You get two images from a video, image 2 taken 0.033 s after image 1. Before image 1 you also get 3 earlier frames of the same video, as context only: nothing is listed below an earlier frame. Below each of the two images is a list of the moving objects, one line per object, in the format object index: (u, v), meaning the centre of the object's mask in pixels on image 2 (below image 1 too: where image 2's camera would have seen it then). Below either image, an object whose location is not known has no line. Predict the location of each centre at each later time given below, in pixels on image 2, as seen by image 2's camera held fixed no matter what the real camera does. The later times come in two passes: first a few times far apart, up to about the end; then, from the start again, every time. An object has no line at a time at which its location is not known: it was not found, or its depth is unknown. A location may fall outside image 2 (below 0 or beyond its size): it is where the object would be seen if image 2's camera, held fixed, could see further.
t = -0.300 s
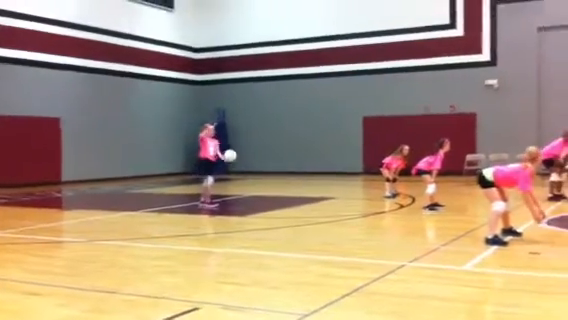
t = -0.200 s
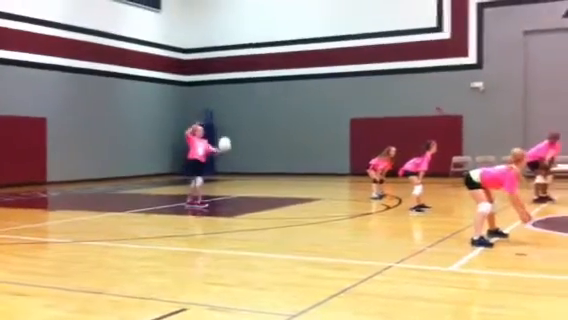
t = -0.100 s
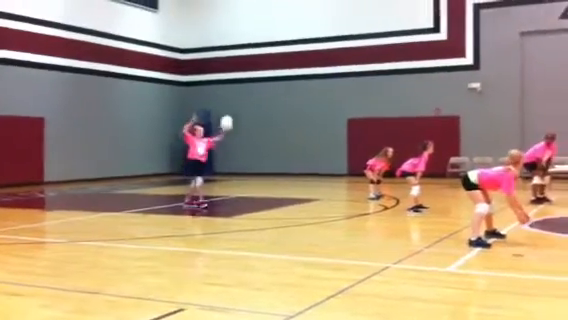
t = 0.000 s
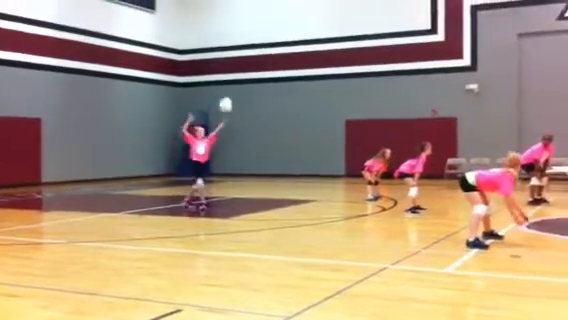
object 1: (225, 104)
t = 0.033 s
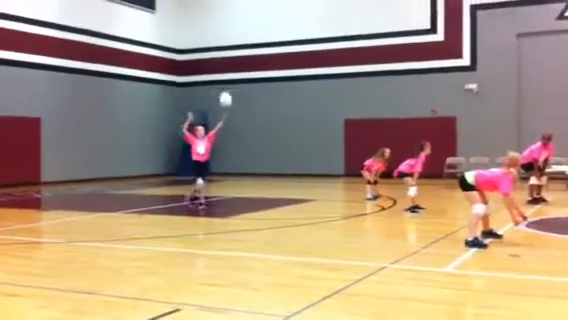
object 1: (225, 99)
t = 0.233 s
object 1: (227, 82)
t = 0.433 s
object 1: (229, 84)
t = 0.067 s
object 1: (225, 94)
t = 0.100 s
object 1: (226, 91)
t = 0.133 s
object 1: (226, 87)
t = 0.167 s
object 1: (226, 84)
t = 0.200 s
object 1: (228, 83)
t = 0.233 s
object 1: (227, 82)
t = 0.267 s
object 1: (228, 82)
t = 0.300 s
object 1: (228, 82)
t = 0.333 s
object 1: (228, 82)
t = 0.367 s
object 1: (228, 82)
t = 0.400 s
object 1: (229, 83)
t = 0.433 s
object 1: (229, 84)
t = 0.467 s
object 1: (230, 87)
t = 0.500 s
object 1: (230, 90)
